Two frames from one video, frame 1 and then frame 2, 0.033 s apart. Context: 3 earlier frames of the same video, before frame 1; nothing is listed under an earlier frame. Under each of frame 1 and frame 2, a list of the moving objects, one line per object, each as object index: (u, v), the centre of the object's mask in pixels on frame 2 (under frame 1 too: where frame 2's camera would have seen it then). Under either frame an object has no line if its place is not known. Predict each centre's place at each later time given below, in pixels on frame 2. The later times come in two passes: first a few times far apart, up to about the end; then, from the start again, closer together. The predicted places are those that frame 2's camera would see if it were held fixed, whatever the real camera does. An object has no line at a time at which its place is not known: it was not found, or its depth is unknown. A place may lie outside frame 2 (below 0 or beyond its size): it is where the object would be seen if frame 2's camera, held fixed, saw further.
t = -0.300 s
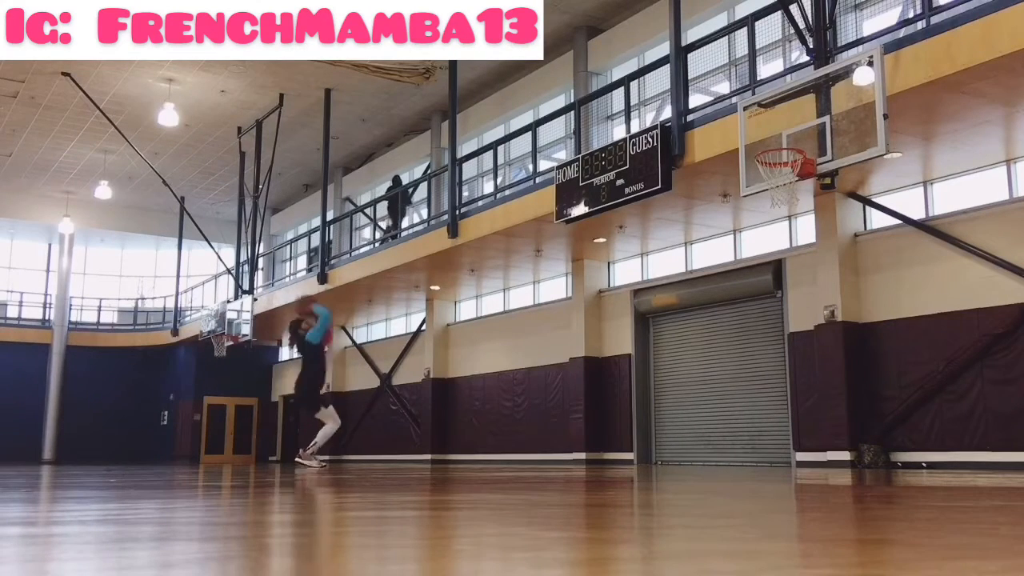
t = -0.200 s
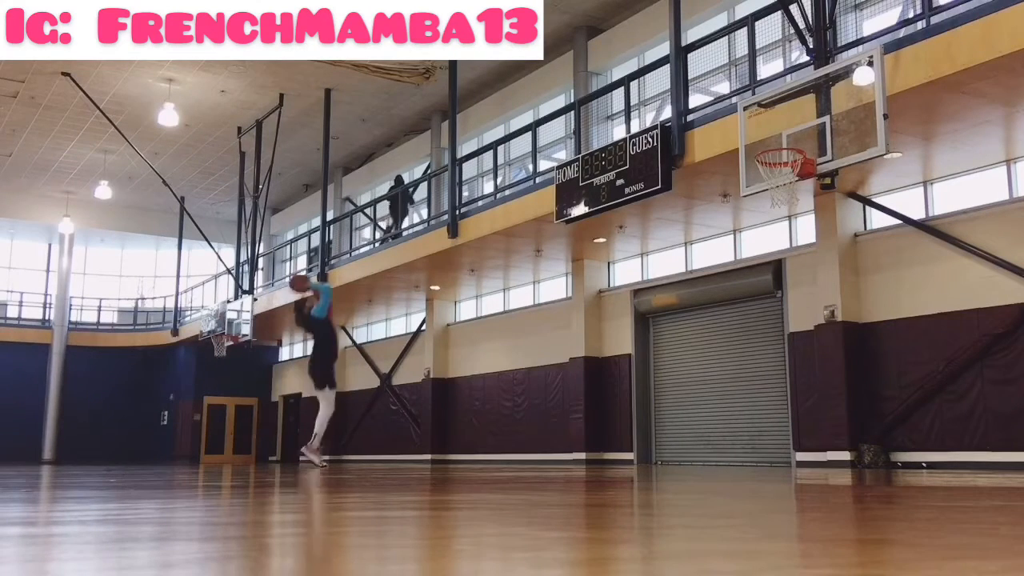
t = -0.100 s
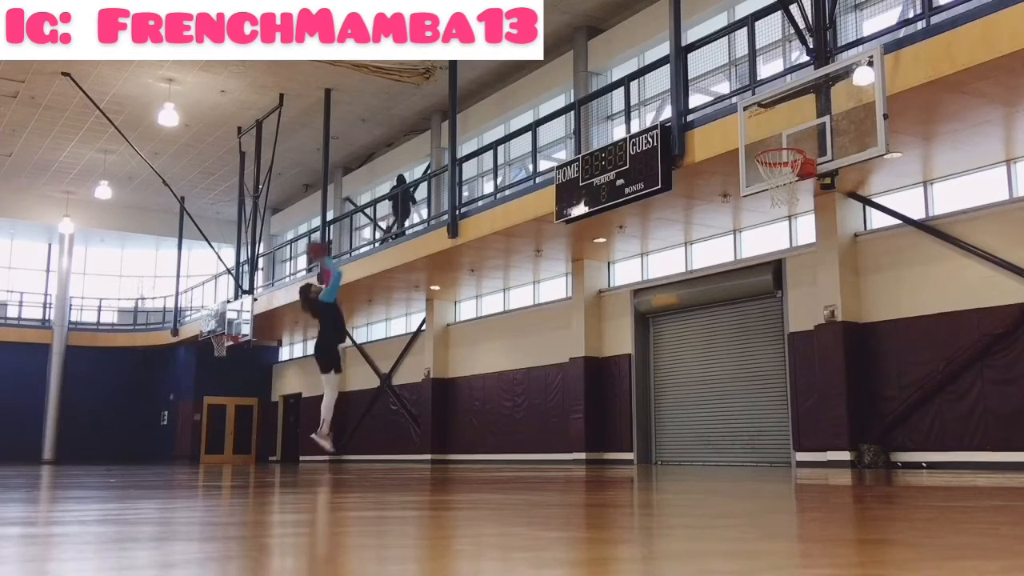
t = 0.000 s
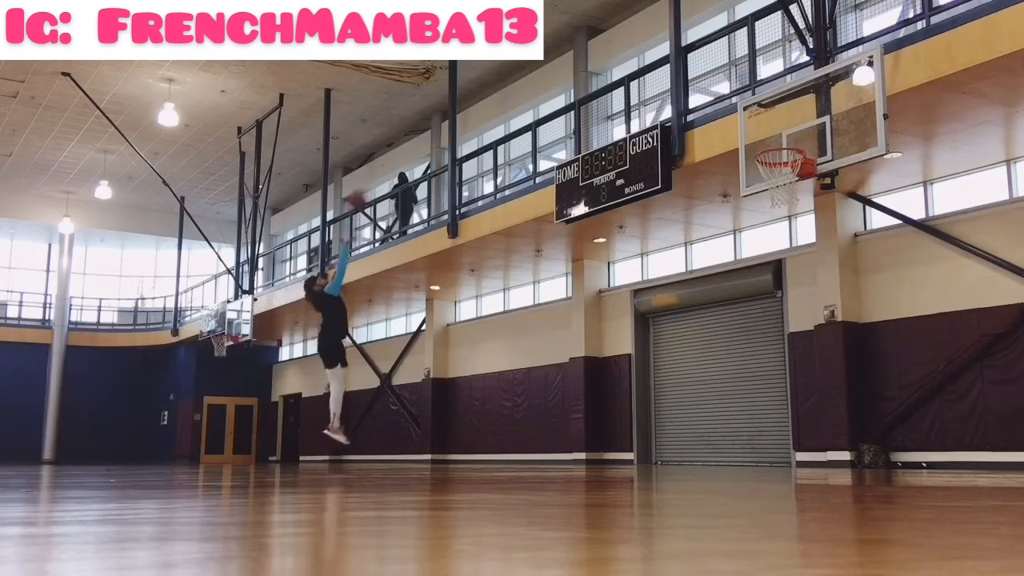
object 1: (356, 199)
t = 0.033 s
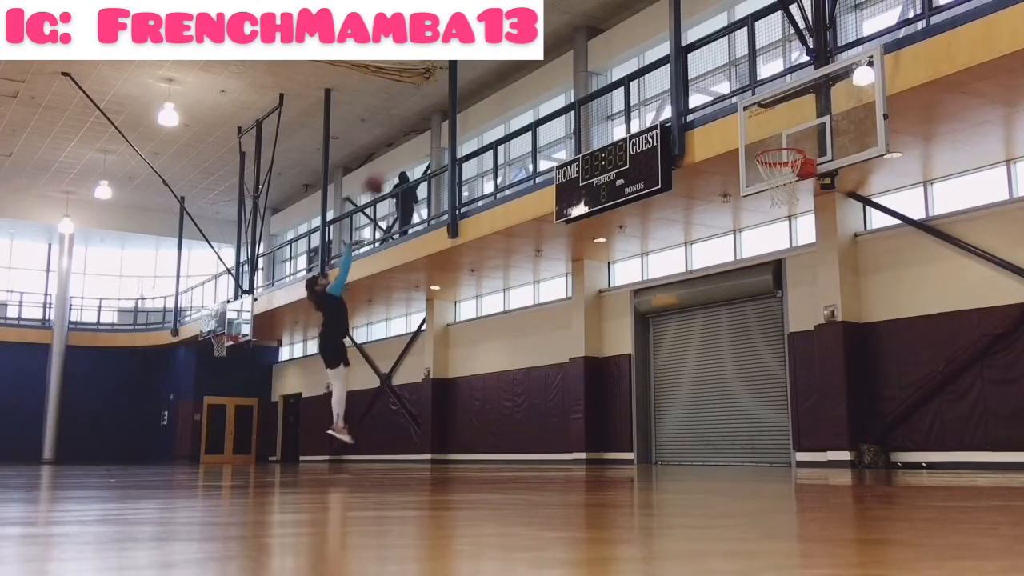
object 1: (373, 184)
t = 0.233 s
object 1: (467, 119)
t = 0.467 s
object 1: (570, 84)
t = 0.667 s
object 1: (661, 92)
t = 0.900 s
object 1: (765, 145)
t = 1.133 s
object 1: (820, 188)
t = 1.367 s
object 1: (846, 248)
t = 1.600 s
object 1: (875, 365)
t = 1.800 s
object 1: (888, 422)
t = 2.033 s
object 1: (863, 324)
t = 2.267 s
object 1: (842, 288)
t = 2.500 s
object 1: (825, 306)
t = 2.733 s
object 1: (808, 378)
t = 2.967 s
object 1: (797, 422)
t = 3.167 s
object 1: (786, 363)
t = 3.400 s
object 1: (778, 349)
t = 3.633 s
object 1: (770, 392)
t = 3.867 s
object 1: (762, 434)
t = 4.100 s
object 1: (748, 387)
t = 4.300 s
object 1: (738, 394)
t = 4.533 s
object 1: (729, 455)
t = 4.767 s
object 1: (717, 410)
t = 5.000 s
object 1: (707, 420)
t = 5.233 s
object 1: (699, 437)
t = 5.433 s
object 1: (690, 422)
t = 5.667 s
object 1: (681, 454)
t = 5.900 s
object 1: (671, 431)
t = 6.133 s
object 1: (662, 449)
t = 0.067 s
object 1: (389, 171)
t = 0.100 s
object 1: (404, 160)
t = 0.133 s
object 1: (421, 148)
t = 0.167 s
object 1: (435, 138)
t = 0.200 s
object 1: (452, 127)
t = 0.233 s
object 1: (467, 119)
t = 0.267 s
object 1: (481, 111)
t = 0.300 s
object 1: (496, 104)
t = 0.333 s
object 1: (511, 98)
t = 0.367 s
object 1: (525, 93)
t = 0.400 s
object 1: (540, 89)
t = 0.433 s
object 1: (555, 85)
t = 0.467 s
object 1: (570, 84)
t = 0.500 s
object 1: (584, 82)
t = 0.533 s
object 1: (599, 81)
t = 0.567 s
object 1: (615, 83)
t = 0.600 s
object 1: (630, 85)
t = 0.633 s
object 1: (644, 88)
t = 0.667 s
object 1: (661, 92)
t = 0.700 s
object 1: (675, 99)
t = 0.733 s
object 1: (689, 103)
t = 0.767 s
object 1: (707, 112)
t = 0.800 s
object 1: (721, 119)
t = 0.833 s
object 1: (737, 128)
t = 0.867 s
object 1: (755, 139)
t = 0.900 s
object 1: (765, 145)
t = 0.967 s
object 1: (799, 172)
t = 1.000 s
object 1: (805, 174)
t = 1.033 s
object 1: (811, 182)
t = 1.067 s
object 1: (814, 183)
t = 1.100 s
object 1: (818, 184)
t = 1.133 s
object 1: (820, 188)
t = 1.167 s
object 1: (824, 193)
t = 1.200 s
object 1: (827, 199)
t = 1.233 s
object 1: (831, 206)
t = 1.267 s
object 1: (834, 215)
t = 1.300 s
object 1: (838, 225)
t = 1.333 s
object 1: (842, 236)
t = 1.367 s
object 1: (846, 248)
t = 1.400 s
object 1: (850, 261)
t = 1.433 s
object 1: (854, 275)
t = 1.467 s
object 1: (858, 291)
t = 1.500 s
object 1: (862, 307)
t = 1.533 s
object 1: (867, 323)
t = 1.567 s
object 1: (871, 344)
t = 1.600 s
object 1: (875, 365)
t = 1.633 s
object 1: (880, 387)
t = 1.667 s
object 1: (885, 410)
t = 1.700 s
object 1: (891, 436)
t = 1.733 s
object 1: (896, 455)
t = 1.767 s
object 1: (893, 439)
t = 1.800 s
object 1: (888, 422)
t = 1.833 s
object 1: (883, 405)
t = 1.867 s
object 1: (881, 387)
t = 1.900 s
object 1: (877, 371)
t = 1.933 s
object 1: (872, 358)
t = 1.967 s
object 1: (869, 345)
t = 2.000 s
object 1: (865, 335)
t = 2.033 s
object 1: (863, 324)
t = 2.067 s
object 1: (860, 316)
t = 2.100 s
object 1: (857, 308)
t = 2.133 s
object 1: (854, 302)
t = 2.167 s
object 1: (851, 297)
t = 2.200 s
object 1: (848, 293)
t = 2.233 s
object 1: (845, 290)
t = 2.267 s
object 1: (842, 288)
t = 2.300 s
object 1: (840, 287)
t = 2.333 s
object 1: (837, 287)
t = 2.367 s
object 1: (834, 288)
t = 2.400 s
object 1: (832, 291)
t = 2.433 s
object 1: (829, 294)
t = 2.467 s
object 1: (827, 299)
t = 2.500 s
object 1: (825, 306)
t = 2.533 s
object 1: (822, 312)
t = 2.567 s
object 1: (820, 319)
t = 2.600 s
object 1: (819, 328)
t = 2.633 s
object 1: (816, 337)
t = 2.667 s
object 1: (813, 349)
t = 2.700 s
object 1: (810, 363)
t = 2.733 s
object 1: (808, 378)
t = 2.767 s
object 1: (805, 395)
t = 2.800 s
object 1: (805, 411)
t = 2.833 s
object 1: (803, 430)
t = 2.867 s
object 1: (804, 448)
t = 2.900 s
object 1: (802, 449)
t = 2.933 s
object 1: (799, 436)
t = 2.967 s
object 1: (797, 422)
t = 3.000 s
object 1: (794, 409)
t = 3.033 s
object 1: (793, 397)
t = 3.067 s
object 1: (792, 386)
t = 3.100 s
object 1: (791, 377)
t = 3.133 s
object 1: (787, 370)
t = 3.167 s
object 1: (786, 363)
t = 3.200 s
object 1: (786, 358)
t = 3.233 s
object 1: (783, 354)
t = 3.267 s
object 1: (781, 351)
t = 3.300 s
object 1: (780, 349)
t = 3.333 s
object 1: (780, 348)
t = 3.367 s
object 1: (779, 348)
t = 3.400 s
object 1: (778, 349)
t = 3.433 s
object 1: (776, 352)
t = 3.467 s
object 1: (775, 356)
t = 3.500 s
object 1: (774, 361)
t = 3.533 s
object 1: (773, 367)
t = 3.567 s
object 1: (772, 374)
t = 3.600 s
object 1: (771, 383)
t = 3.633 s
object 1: (770, 392)
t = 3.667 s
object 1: (769, 403)
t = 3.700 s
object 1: (768, 416)
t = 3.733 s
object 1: (768, 429)
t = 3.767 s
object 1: (767, 444)
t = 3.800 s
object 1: (767, 456)
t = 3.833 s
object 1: (765, 445)
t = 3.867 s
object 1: (762, 434)
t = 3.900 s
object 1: (760, 423)
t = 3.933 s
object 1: (757, 414)
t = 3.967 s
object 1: (755, 407)
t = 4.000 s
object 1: (754, 400)
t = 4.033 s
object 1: (752, 394)
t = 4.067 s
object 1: (750, 390)
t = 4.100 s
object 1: (748, 387)
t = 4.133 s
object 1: (746, 385)
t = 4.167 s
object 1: (745, 385)
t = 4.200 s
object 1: (743, 385)
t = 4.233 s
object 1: (741, 387)
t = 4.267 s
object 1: (740, 390)
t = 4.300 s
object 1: (738, 394)
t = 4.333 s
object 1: (737, 399)
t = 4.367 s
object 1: (736, 405)
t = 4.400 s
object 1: (734, 413)
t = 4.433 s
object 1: (733, 422)
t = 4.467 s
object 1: (731, 432)
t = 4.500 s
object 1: (730, 444)
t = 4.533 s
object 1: (729, 455)
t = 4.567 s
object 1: (727, 448)
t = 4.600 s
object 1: (726, 439)
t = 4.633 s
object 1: (724, 431)
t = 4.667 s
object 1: (722, 423)
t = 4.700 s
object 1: (720, 418)
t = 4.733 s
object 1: (719, 414)
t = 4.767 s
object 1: (717, 410)
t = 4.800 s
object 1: (716, 408)
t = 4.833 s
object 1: (715, 408)
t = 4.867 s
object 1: (713, 408)
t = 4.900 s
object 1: (712, 409)
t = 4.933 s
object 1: (710, 411)
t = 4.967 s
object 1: (709, 415)
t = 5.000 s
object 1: (707, 420)
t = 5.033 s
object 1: (706, 426)
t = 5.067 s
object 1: (705, 434)
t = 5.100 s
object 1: (704, 443)
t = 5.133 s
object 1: (703, 451)
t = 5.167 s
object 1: (702, 452)
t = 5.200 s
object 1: (700, 444)
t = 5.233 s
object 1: (699, 437)
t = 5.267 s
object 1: (697, 432)
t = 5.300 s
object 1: (694, 424)
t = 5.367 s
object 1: (692, 422)
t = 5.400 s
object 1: (691, 421)
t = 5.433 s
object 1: (690, 422)
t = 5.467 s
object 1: (688, 423)
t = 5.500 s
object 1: (687, 426)
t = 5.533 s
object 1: (686, 430)
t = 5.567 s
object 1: (684, 436)
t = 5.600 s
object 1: (683, 442)
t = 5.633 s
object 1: (682, 450)
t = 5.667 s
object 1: (681, 454)
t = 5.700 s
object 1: (679, 448)
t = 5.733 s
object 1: (678, 442)
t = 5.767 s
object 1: (676, 438)
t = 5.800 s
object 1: (675, 434)
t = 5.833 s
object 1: (674, 432)
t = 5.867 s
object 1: (672, 431)
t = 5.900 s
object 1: (671, 431)
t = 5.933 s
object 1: (670, 433)
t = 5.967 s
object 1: (669, 435)
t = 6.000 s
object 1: (667, 440)
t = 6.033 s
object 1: (666, 444)
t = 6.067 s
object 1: (665, 451)
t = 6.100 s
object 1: (663, 454)
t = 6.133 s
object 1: (662, 449)
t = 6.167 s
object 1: (661, 445)
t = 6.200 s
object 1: (659, 441)
